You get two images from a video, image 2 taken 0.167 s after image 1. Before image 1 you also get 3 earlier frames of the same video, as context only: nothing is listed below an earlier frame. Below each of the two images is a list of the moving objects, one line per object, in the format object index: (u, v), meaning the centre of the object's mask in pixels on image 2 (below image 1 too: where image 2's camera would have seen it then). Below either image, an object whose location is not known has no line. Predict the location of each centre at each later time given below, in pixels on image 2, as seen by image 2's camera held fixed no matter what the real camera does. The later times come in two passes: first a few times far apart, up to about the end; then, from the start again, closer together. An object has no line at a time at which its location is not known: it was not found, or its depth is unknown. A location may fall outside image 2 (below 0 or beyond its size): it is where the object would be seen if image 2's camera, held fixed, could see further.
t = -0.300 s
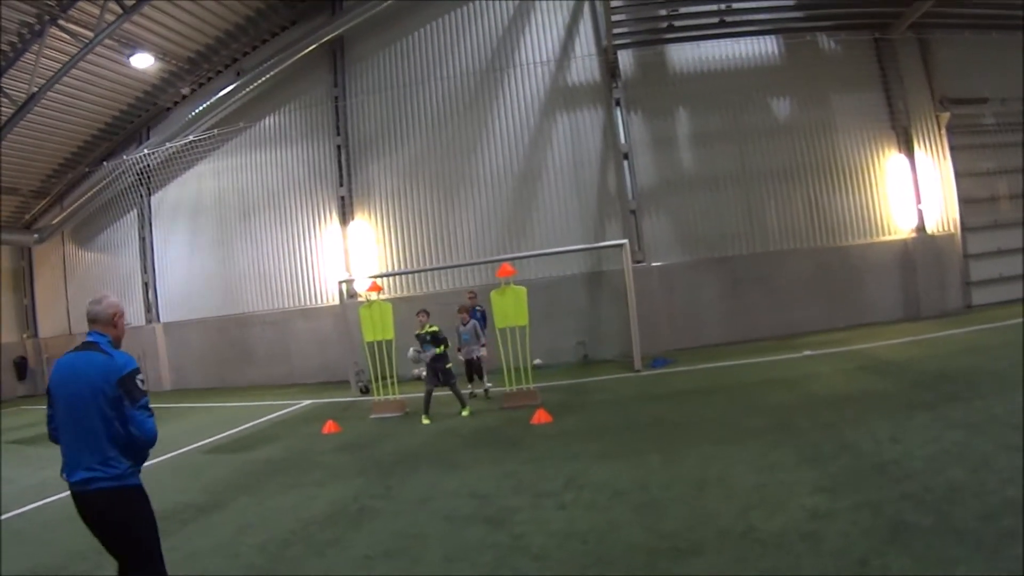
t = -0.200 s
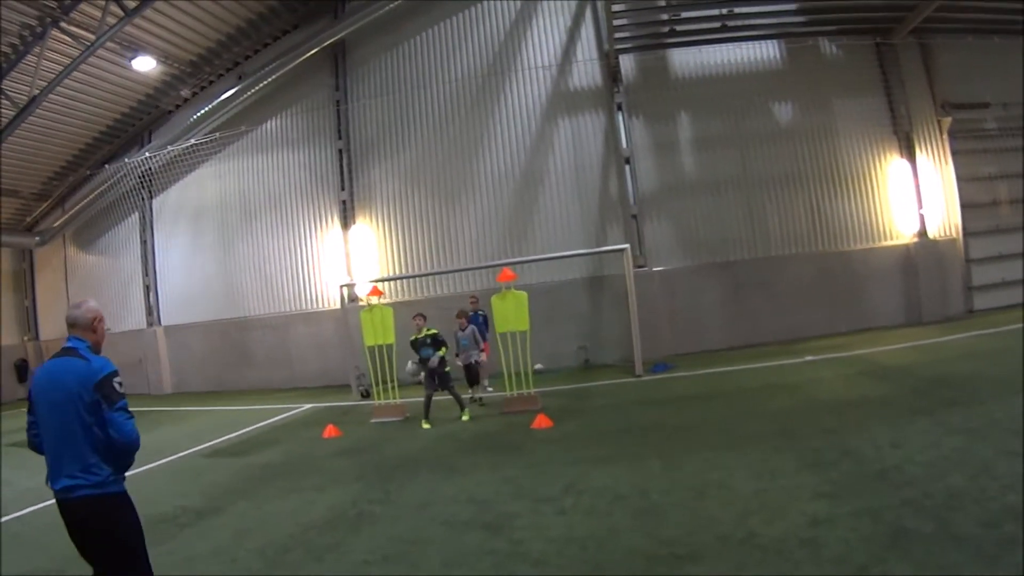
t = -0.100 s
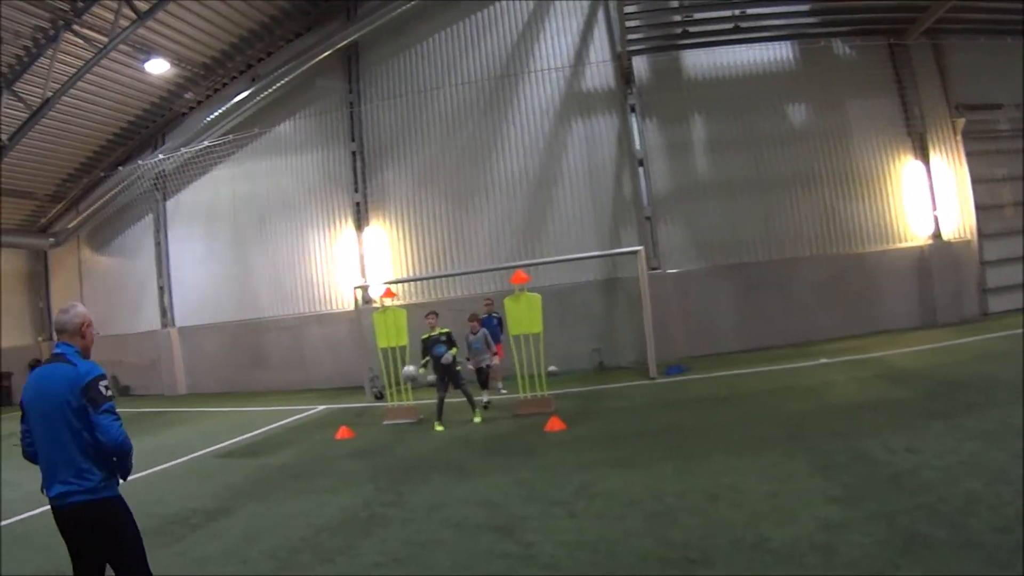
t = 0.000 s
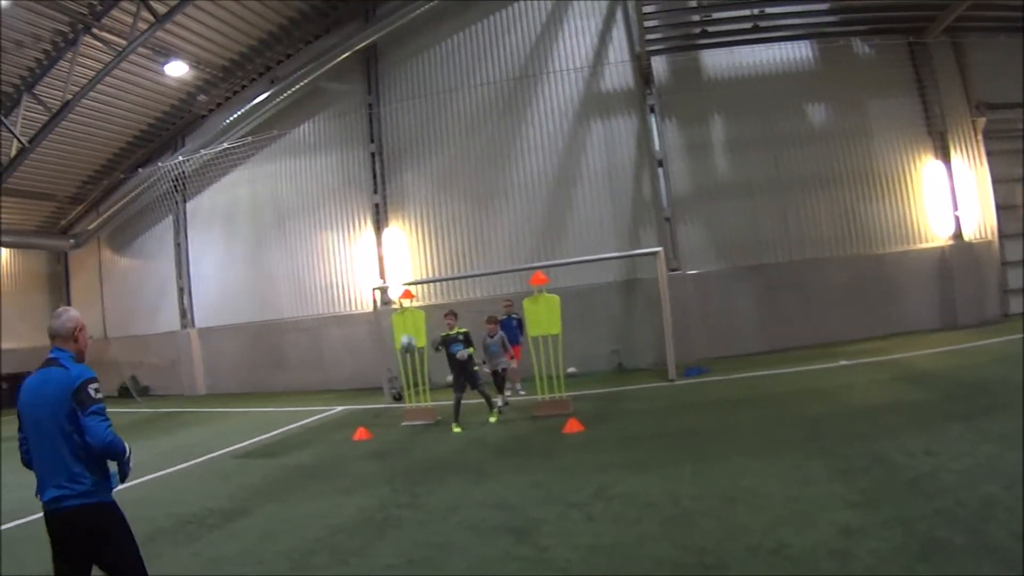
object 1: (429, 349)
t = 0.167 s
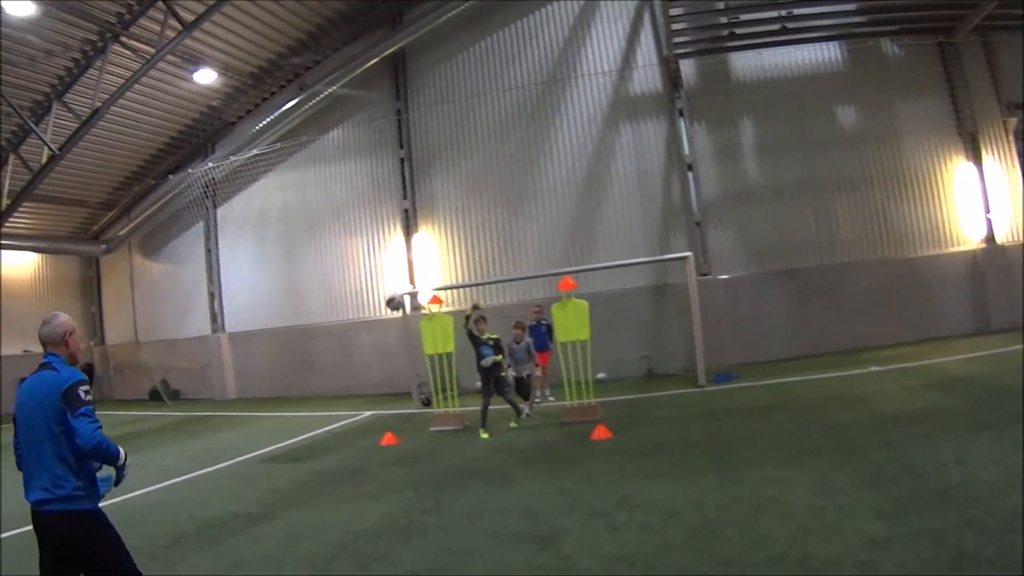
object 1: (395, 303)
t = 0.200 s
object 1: (387, 294)
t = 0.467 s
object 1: (288, 260)
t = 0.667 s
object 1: (172, 298)
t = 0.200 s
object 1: (387, 294)
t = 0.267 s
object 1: (367, 280)
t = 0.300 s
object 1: (355, 274)
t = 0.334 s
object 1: (343, 269)
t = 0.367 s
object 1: (331, 265)
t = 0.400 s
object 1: (317, 263)
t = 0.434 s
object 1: (303, 261)
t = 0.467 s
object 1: (288, 260)
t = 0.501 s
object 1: (272, 261)
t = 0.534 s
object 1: (255, 265)
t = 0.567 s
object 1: (236, 269)
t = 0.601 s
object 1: (217, 276)
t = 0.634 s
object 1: (197, 286)
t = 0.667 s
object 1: (172, 298)
